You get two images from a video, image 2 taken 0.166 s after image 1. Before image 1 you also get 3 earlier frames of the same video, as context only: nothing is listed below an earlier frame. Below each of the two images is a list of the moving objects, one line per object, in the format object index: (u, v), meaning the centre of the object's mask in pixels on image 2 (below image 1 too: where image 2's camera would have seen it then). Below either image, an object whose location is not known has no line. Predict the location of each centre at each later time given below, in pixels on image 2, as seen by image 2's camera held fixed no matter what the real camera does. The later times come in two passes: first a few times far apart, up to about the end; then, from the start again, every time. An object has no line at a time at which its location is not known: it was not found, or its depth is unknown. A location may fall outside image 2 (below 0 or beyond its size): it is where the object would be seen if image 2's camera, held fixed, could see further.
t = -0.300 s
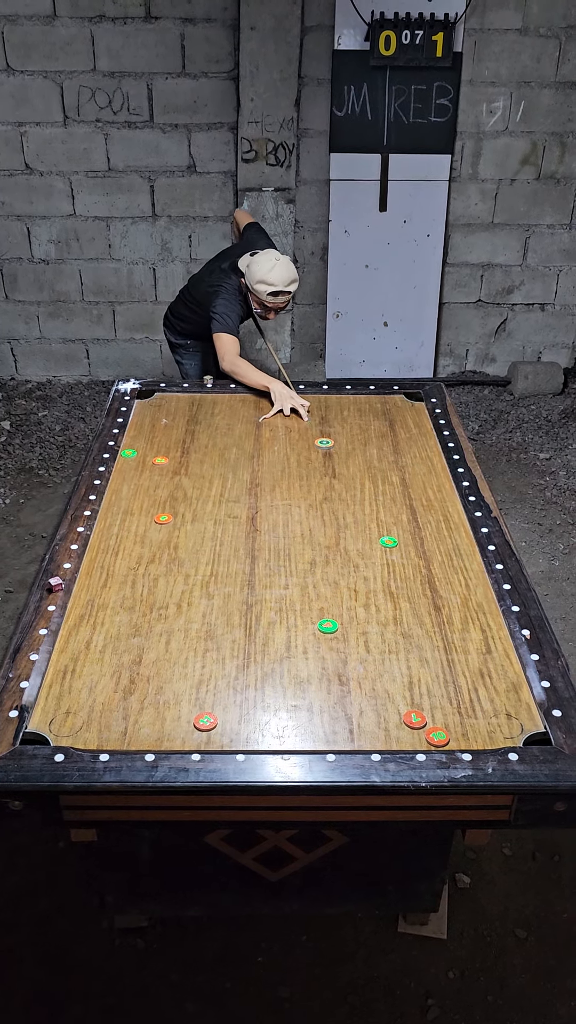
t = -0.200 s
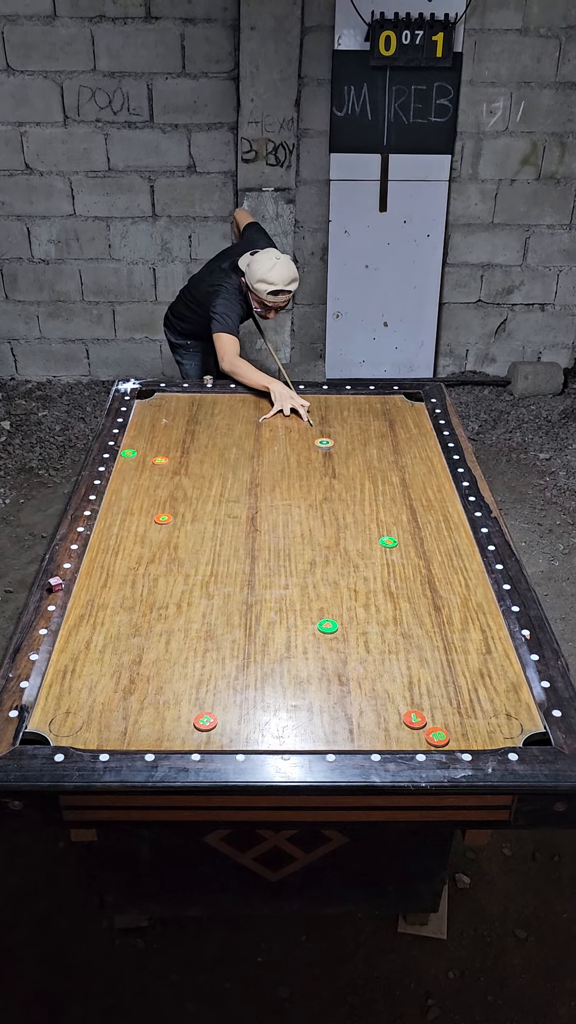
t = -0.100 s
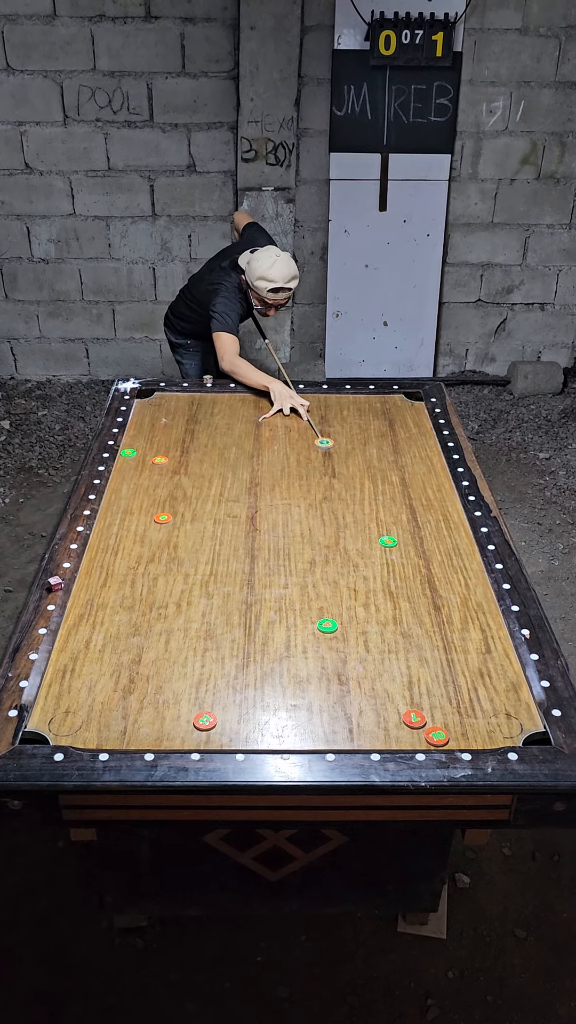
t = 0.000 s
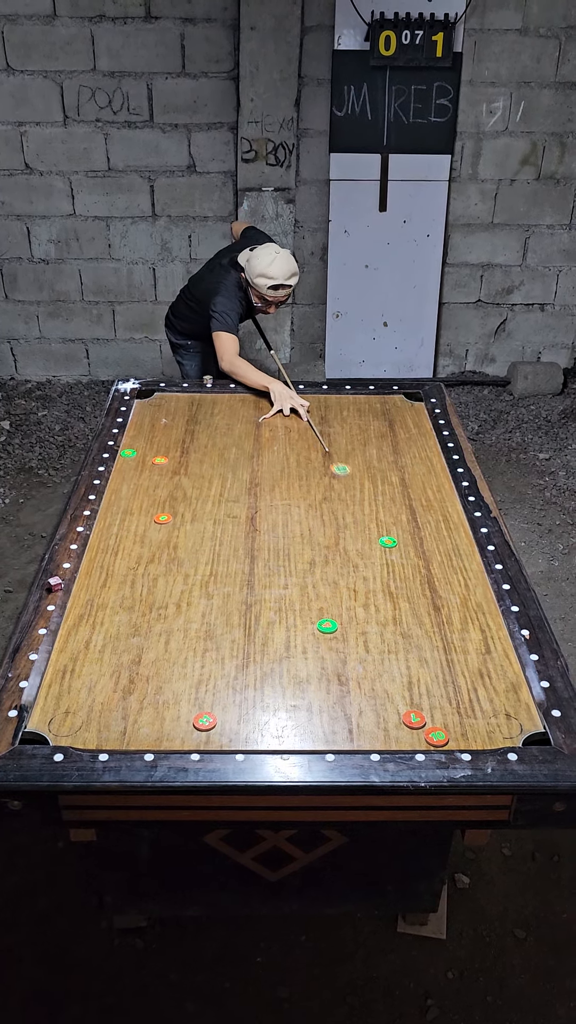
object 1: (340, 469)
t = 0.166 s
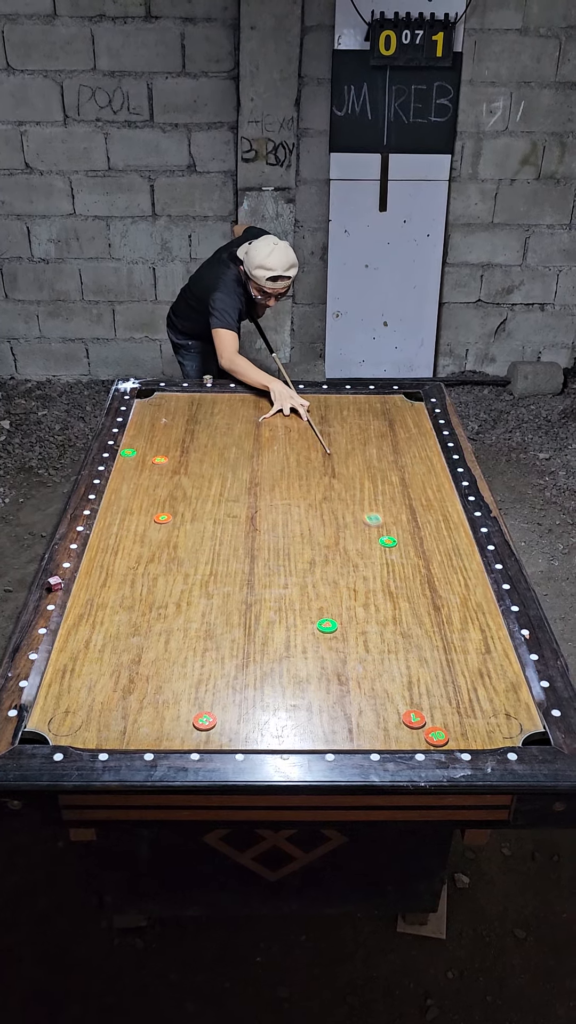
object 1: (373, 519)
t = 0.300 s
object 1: (390, 548)
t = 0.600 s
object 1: (416, 594)
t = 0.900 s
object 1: (431, 628)
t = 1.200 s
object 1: (437, 641)
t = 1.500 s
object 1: (437, 641)
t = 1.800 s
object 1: (437, 641)
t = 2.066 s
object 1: (437, 641)
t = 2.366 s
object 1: (437, 641)
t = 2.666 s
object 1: (437, 641)
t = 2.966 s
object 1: (437, 641)
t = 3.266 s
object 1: (437, 641)
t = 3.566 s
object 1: (437, 641)
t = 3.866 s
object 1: (437, 641)
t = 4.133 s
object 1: (437, 641)
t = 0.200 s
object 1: (380, 530)
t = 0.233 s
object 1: (384, 537)
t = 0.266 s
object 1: (386, 542)
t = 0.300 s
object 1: (390, 548)
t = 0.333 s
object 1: (393, 553)
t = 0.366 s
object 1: (396, 559)
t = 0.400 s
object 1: (399, 564)
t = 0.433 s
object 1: (402, 570)
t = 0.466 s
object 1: (405, 575)
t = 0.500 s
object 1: (408, 580)
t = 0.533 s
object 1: (411, 585)
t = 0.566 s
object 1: (413, 590)
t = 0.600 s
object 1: (416, 594)
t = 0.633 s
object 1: (418, 599)
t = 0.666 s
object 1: (420, 603)
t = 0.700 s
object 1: (422, 607)
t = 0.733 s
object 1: (424, 611)
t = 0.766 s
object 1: (426, 615)
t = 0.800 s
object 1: (427, 619)
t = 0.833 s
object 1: (429, 621)
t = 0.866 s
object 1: (430, 625)
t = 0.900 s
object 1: (431, 628)
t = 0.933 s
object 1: (432, 630)
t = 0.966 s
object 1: (433, 633)
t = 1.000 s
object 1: (434, 635)
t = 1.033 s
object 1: (435, 636)
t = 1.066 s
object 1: (436, 638)
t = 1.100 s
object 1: (436, 639)
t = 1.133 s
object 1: (436, 639)
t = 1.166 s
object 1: (437, 641)
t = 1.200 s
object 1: (437, 641)
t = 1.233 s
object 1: (437, 641)
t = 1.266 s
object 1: (437, 641)
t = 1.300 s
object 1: (437, 641)
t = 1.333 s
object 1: (437, 641)
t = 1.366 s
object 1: (437, 641)
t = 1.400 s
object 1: (437, 641)
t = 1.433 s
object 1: (437, 641)
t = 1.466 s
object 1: (437, 641)
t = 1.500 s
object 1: (437, 641)
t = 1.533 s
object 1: (437, 641)
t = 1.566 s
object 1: (437, 641)
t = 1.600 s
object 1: (437, 641)
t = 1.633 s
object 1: (437, 641)
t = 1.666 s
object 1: (437, 641)
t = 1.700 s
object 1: (437, 641)
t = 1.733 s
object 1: (437, 641)
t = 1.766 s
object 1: (437, 641)
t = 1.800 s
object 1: (437, 641)
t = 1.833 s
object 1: (437, 641)
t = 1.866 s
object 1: (437, 641)
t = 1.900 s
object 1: (437, 641)
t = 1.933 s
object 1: (437, 641)
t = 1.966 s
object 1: (437, 641)
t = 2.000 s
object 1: (437, 641)
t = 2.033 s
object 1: (437, 641)
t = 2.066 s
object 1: (437, 641)
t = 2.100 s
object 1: (437, 641)
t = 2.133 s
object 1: (437, 641)
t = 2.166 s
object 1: (437, 641)
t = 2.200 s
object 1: (437, 641)
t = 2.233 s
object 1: (437, 641)
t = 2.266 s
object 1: (437, 641)
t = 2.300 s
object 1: (437, 641)
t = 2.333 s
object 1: (437, 641)
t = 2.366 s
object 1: (437, 641)
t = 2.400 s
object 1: (437, 641)
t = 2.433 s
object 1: (437, 641)
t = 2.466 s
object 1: (437, 641)
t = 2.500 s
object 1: (437, 641)
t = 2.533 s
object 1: (437, 641)
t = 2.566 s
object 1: (437, 641)
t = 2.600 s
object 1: (437, 641)
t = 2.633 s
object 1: (437, 641)
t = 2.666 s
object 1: (437, 641)
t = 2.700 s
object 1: (437, 641)
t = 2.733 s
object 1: (437, 641)
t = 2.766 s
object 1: (437, 641)
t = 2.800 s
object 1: (437, 641)
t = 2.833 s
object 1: (437, 641)
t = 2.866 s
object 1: (437, 641)
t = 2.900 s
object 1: (437, 641)
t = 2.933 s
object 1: (437, 641)
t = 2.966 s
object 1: (437, 641)
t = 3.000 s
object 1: (437, 641)
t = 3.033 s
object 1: (437, 641)
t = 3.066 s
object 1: (437, 641)
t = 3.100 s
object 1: (437, 641)
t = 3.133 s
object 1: (437, 641)
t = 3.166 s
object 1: (437, 641)
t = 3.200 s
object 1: (437, 641)
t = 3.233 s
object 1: (437, 641)
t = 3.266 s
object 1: (437, 641)
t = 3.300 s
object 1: (437, 641)
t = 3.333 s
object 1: (437, 641)
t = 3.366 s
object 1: (437, 641)
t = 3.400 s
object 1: (437, 641)
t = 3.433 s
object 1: (437, 641)
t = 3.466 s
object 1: (437, 641)
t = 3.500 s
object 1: (437, 641)
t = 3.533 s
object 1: (437, 641)
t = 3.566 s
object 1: (437, 641)
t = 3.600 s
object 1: (437, 641)
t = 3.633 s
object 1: (437, 641)
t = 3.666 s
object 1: (437, 641)
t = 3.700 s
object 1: (437, 641)
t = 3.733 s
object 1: (437, 641)
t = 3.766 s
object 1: (437, 641)
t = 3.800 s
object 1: (437, 641)
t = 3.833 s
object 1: (437, 641)
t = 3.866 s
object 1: (437, 641)
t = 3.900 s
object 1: (437, 641)
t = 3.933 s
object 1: (437, 641)
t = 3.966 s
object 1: (437, 641)
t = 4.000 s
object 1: (437, 641)
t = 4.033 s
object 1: (437, 641)
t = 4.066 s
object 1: (437, 641)
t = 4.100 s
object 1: (437, 641)
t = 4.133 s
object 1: (437, 641)
